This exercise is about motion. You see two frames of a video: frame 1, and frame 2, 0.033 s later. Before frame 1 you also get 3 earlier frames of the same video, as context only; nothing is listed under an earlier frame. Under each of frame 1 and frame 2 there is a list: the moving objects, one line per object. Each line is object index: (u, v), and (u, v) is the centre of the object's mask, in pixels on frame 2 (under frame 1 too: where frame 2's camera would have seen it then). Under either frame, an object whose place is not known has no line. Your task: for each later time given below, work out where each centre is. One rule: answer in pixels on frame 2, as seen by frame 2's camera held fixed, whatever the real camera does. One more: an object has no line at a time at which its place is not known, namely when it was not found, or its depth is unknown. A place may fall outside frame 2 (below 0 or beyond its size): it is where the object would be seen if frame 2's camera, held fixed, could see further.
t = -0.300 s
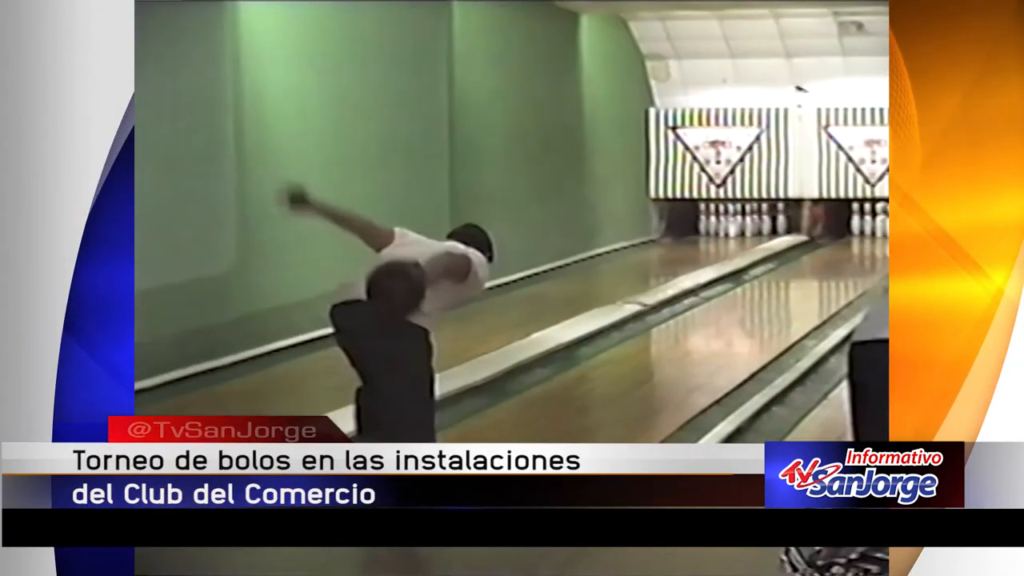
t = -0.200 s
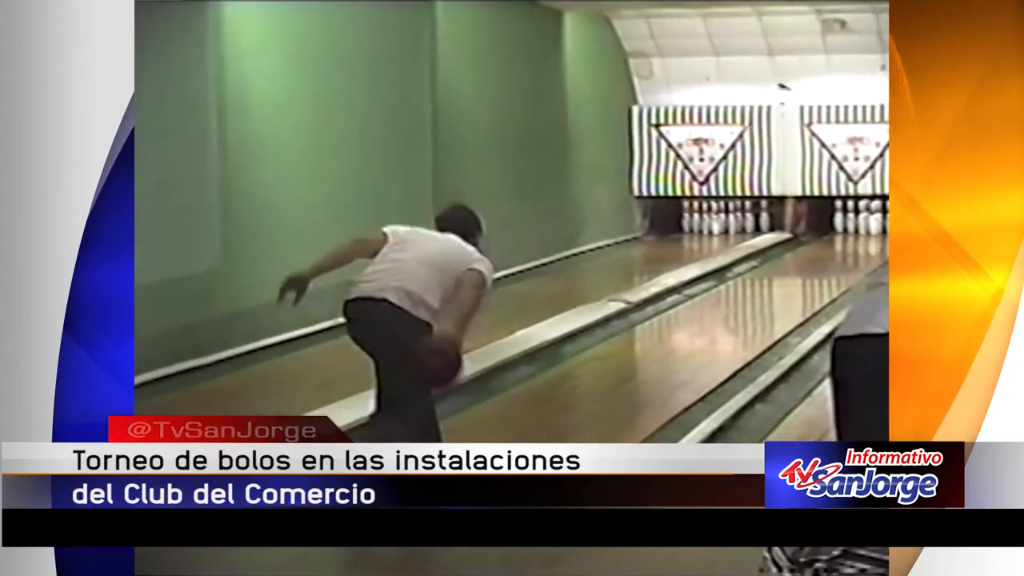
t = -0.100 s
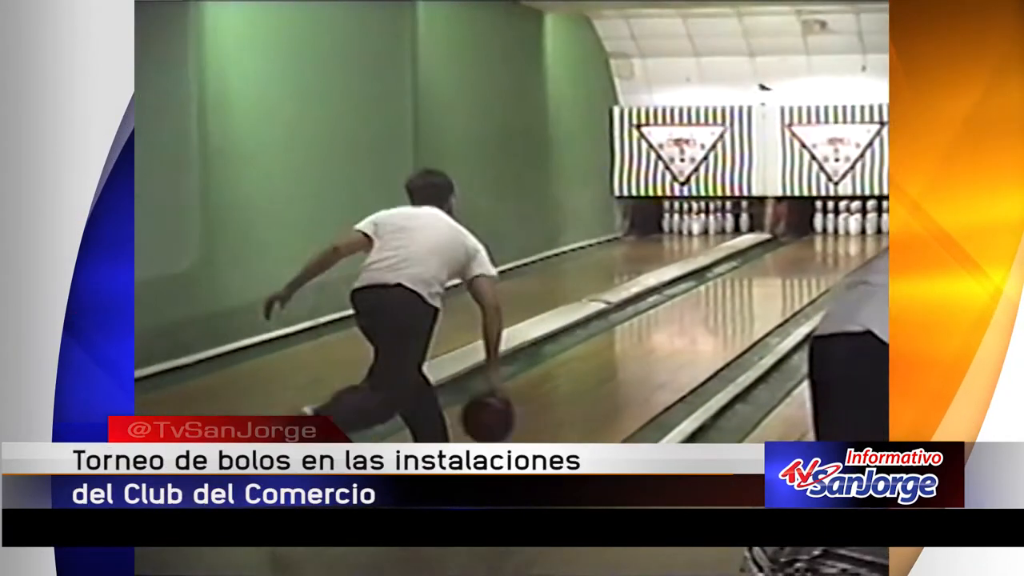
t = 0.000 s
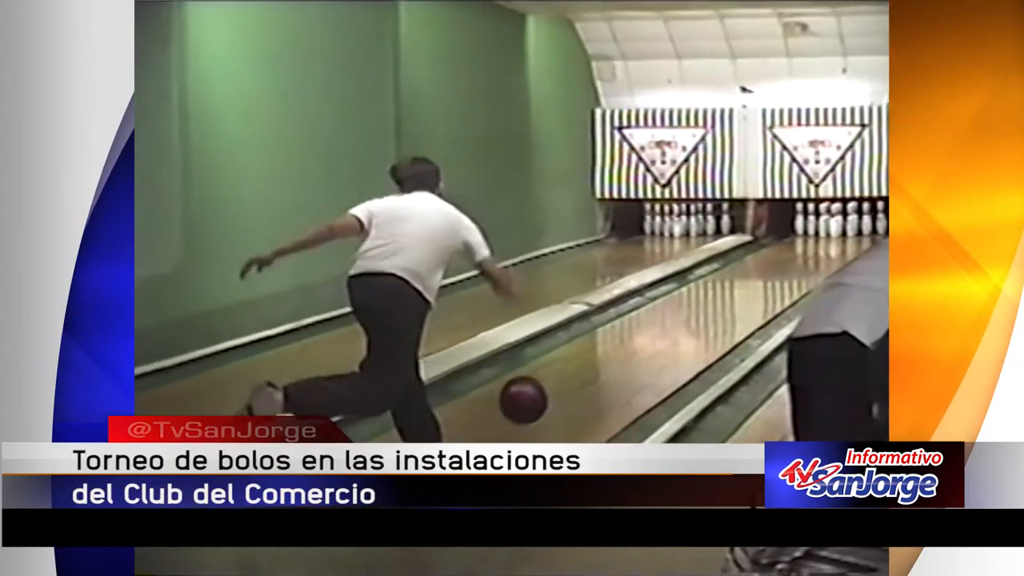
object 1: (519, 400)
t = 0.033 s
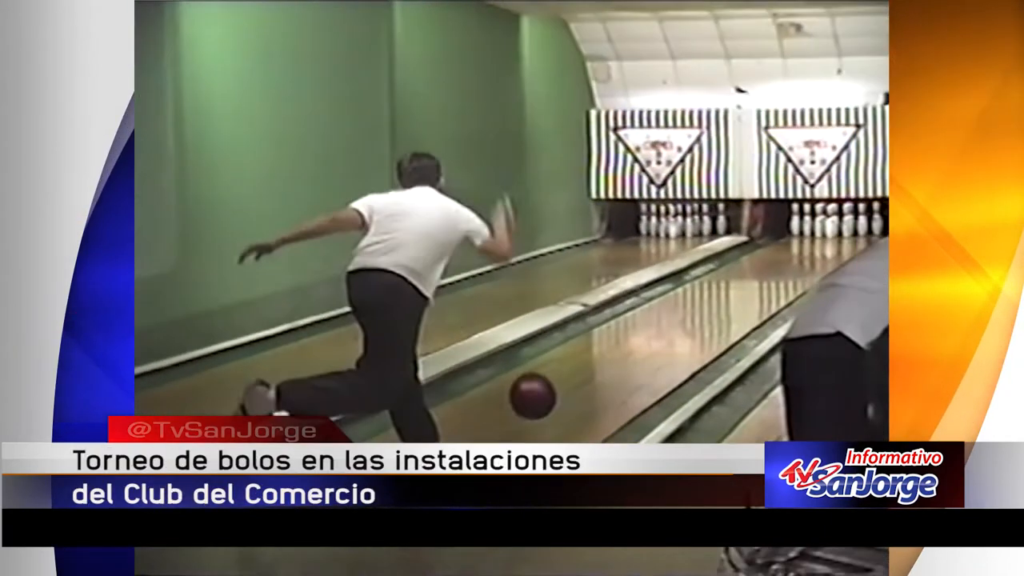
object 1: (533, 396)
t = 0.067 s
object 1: (546, 394)
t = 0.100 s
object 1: (559, 394)
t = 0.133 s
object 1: (571, 396)
